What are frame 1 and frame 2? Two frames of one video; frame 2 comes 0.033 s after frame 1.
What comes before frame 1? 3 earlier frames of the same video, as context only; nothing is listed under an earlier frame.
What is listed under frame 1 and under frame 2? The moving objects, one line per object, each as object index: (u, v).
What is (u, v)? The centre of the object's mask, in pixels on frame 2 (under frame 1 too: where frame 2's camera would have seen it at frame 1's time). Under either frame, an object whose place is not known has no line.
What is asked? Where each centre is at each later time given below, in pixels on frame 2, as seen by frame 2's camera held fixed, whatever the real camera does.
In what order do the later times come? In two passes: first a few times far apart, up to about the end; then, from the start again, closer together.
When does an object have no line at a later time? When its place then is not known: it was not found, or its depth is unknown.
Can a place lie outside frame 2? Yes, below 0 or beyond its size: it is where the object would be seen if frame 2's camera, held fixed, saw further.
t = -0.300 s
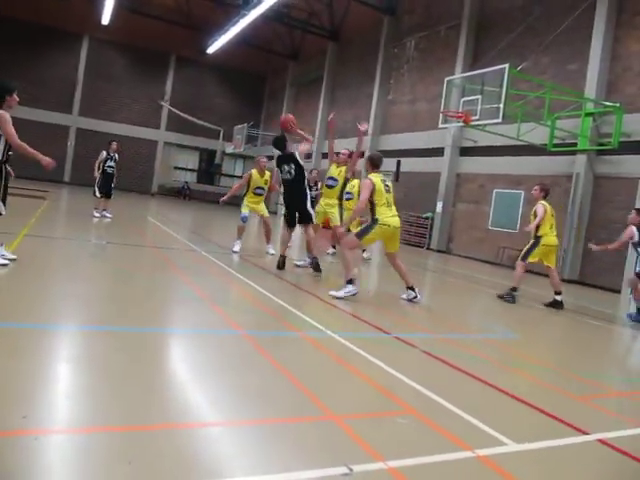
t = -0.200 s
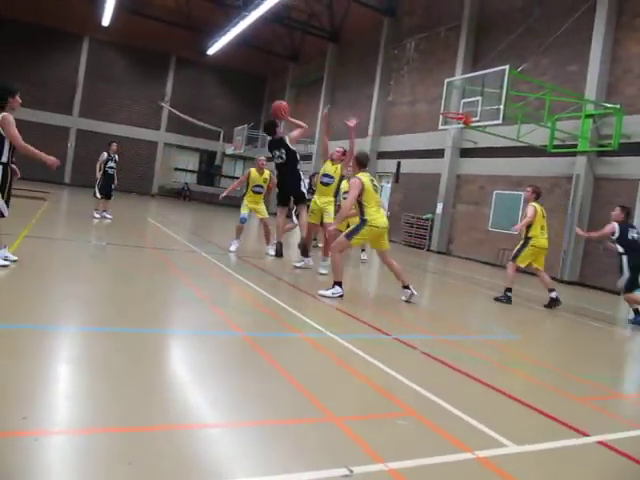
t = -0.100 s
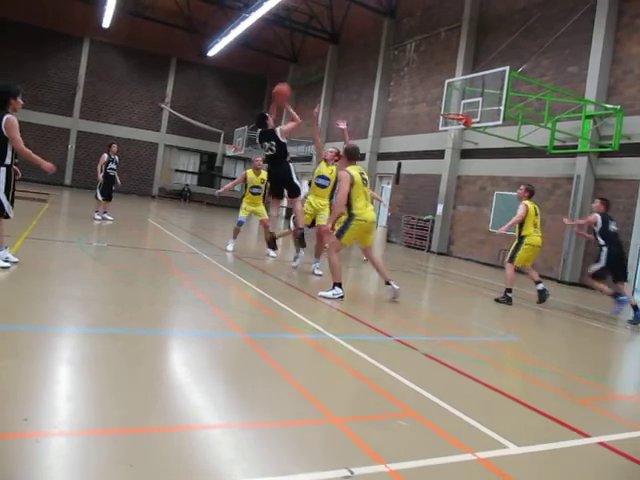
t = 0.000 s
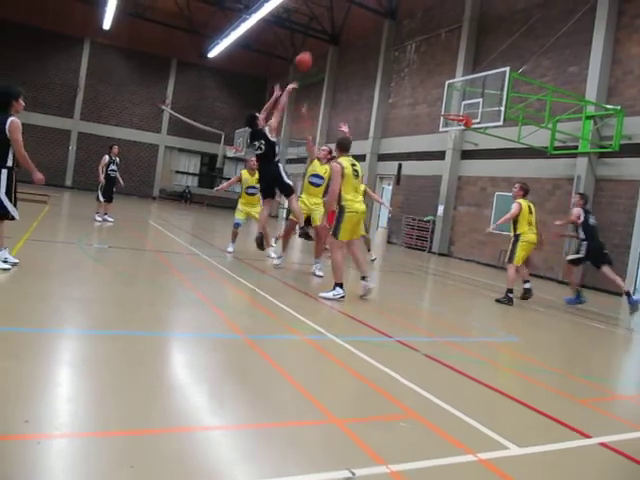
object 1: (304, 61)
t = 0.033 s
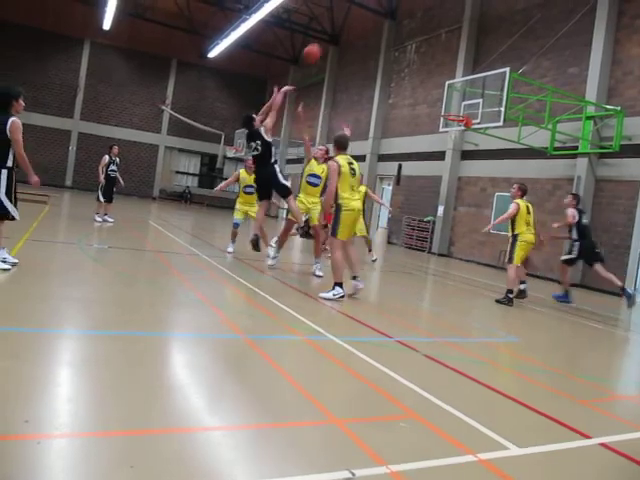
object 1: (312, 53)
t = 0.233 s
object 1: (358, 18)
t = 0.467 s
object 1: (398, 14)
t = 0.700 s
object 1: (426, 38)
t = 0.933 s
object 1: (450, 89)
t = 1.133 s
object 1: (458, 109)
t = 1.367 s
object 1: (438, 111)
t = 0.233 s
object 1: (358, 18)
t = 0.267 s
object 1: (364, 15)
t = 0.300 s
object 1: (369, 14)
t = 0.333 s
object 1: (376, 13)
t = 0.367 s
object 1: (382, 12)
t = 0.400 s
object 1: (388, 12)
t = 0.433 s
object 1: (394, 12)
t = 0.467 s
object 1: (398, 14)
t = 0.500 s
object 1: (403, 16)
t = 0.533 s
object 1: (407, 18)
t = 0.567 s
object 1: (411, 20)
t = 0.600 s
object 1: (415, 24)
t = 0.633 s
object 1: (419, 28)
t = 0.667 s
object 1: (423, 33)
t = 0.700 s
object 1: (426, 38)
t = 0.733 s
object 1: (430, 43)
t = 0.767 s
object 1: (434, 49)
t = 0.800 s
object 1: (438, 55)
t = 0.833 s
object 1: (440, 63)
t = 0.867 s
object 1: (444, 71)
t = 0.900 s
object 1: (446, 79)
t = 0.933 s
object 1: (450, 89)
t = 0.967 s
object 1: (453, 97)
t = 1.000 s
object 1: (455, 106)
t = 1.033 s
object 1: (456, 109)
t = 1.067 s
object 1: (457, 109)
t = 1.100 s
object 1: (458, 109)
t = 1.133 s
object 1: (458, 109)
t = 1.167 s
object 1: (458, 110)
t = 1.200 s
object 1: (457, 110)
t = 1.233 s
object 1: (454, 109)
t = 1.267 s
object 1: (450, 109)
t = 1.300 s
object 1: (446, 109)
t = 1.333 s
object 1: (442, 110)
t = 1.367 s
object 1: (438, 111)
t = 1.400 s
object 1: (434, 113)
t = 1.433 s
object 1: (431, 115)
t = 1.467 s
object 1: (427, 118)
